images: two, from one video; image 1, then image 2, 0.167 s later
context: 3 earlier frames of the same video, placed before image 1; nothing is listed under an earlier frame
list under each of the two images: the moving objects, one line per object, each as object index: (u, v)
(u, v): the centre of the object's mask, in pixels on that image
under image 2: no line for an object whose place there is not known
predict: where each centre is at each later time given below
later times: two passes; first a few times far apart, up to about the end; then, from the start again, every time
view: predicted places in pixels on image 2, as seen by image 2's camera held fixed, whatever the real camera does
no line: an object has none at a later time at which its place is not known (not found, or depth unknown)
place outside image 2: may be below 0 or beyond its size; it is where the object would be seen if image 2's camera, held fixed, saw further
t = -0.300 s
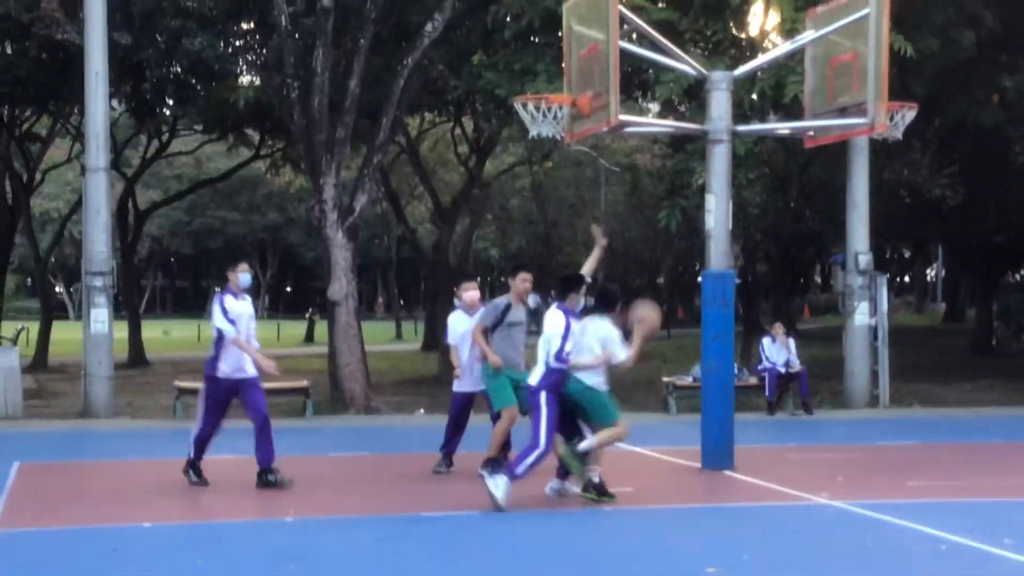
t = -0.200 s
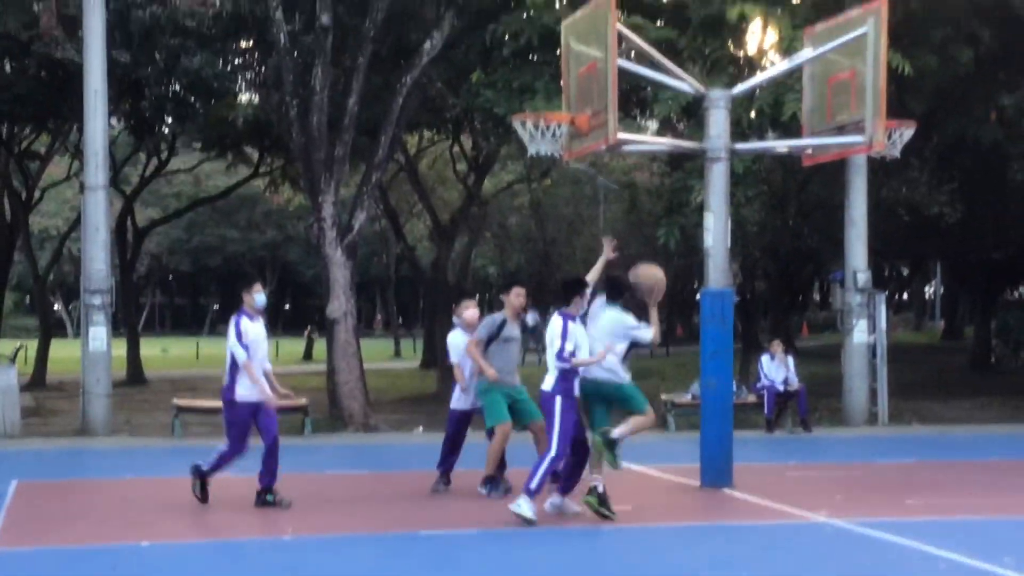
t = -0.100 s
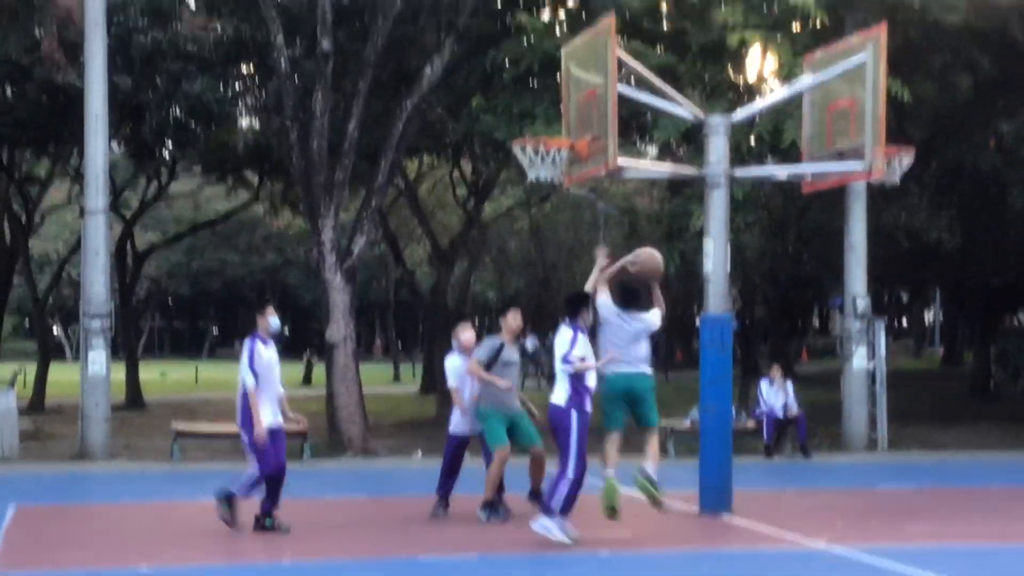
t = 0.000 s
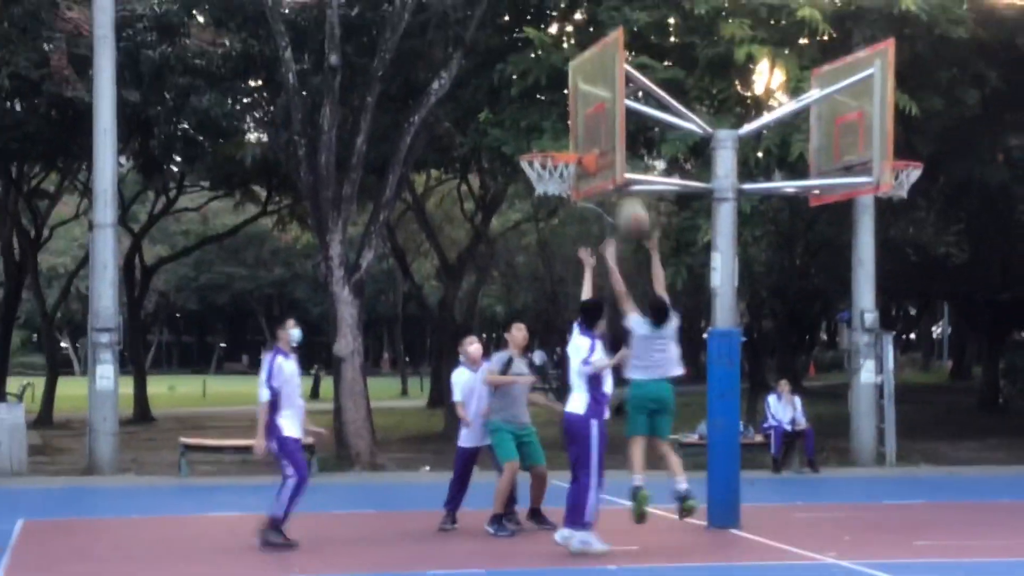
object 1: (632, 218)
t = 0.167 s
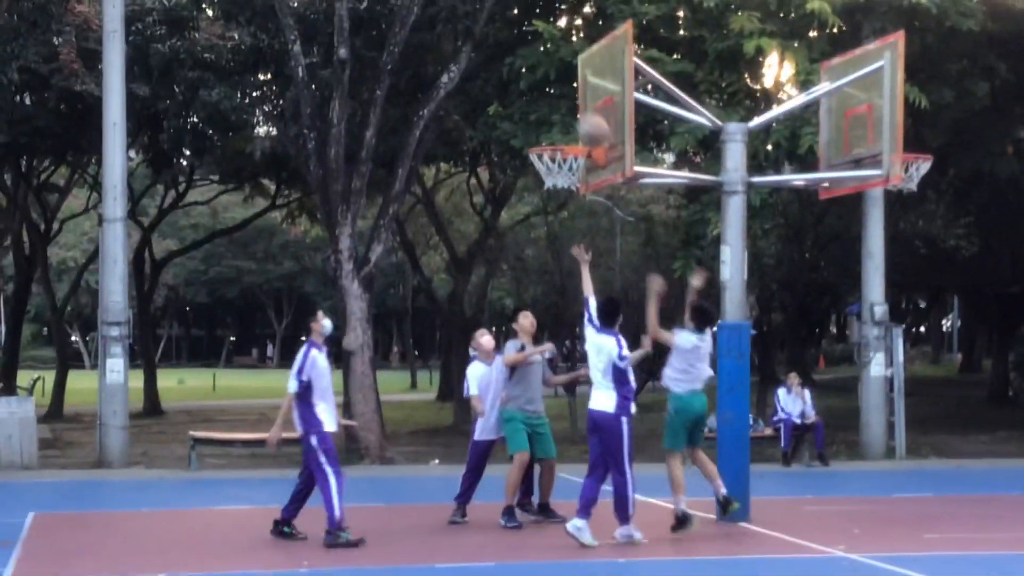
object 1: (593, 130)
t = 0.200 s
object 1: (583, 119)
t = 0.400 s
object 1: (530, 82)
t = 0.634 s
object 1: (472, 101)
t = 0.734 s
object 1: (448, 128)
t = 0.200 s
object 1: (583, 119)
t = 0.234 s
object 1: (574, 109)
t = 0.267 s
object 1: (564, 100)
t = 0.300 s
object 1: (556, 94)
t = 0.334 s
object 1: (547, 88)
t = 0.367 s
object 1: (538, 84)
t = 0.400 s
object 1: (530, 82)
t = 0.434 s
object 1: (522, 81)
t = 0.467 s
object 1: (514, 81)
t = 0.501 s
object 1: (505, 82)
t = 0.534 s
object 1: (497, 85)
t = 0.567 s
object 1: (488, 89)
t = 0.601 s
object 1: (480, 95)
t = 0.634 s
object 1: (472, 101)
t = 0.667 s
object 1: (464, 109)
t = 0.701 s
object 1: (456, 118)
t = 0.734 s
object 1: (448, 128)
